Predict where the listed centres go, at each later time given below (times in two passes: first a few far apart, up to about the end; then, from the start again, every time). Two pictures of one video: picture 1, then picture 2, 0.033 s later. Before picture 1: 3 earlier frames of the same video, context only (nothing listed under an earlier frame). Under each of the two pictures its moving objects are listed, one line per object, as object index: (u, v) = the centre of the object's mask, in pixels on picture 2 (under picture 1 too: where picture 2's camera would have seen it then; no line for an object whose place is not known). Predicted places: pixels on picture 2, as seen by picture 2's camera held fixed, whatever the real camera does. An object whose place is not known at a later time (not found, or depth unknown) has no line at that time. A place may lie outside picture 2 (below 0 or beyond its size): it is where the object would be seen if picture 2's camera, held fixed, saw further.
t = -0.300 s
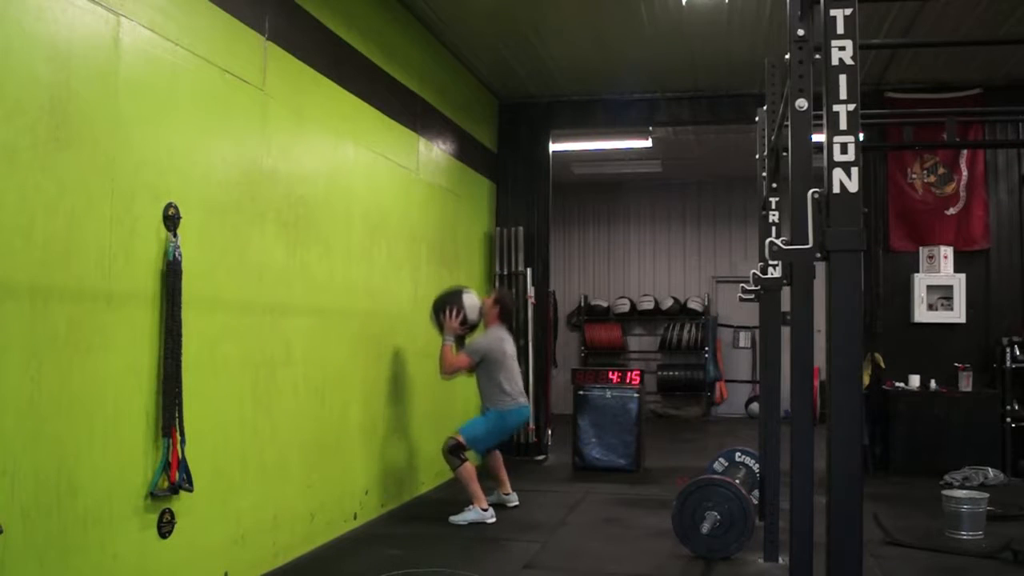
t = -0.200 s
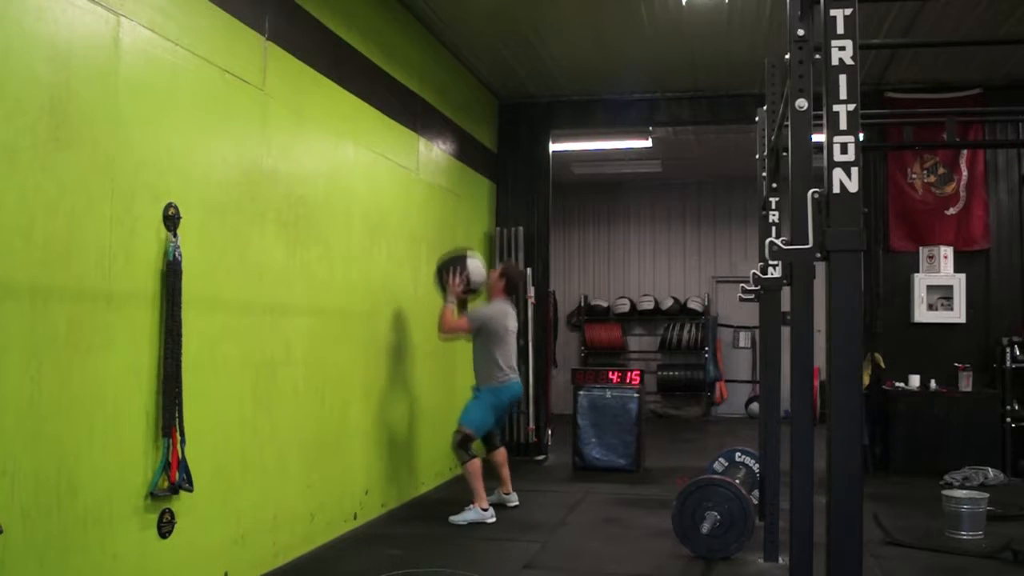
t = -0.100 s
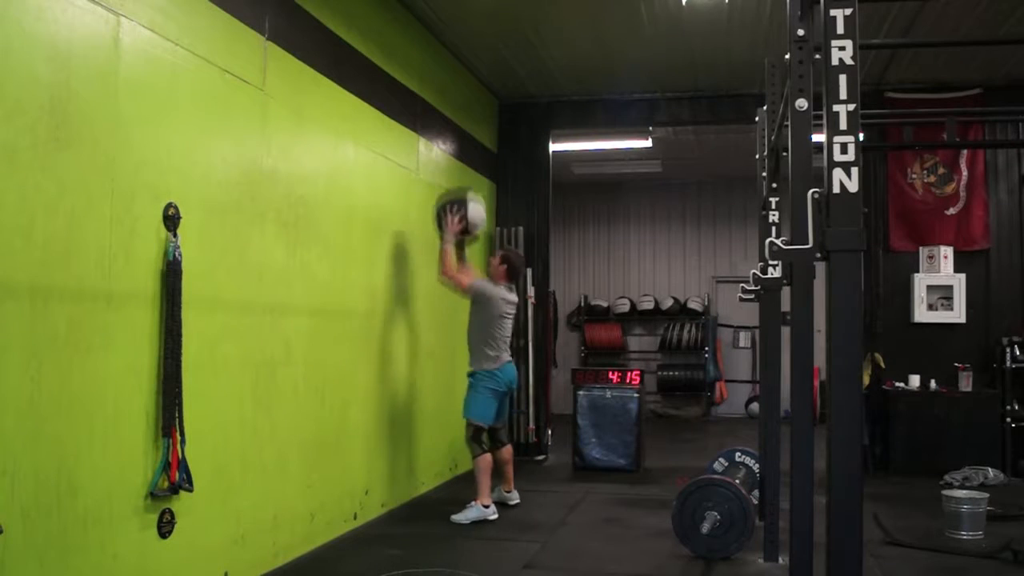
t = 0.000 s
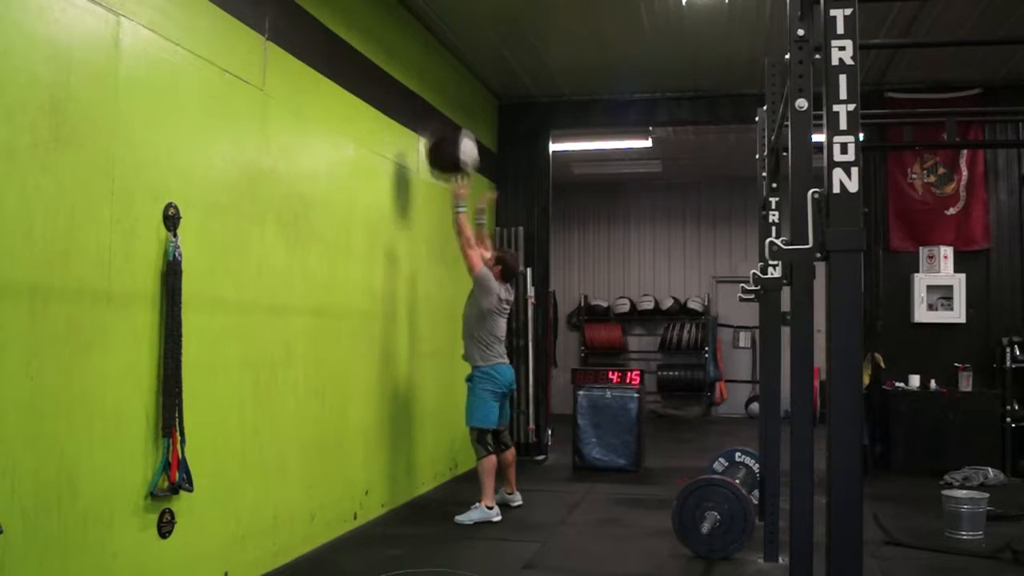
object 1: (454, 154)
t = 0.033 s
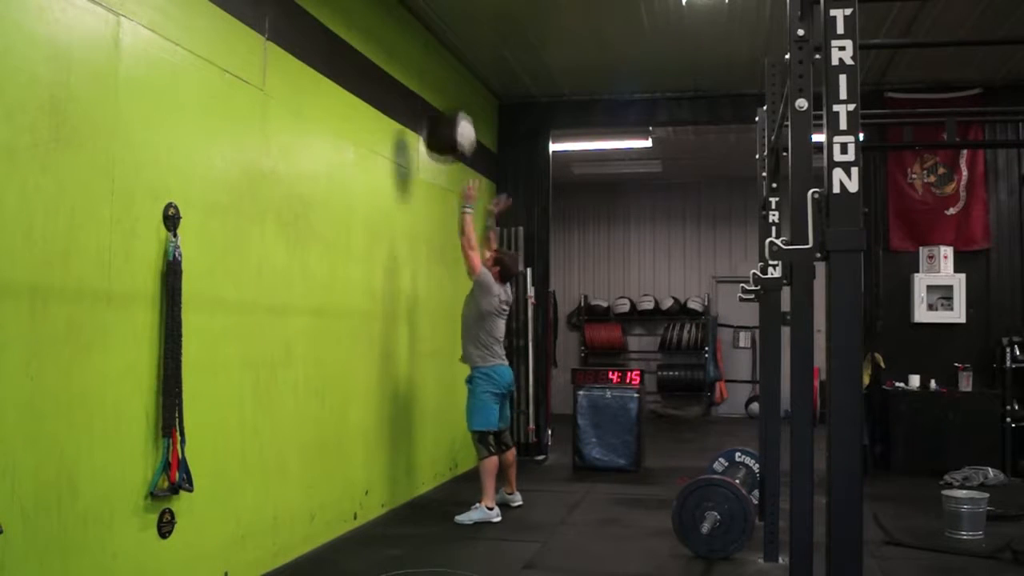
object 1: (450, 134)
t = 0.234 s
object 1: (432, 59)
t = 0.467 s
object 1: (428, 41)
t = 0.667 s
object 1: (441, 84)
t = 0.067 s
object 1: (447, 118)
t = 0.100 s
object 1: (443, 103)
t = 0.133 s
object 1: (440, 89)
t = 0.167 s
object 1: (438, 77)
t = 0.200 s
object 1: (435, 66)
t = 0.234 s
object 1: (432, 59)
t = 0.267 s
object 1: (429, 51)
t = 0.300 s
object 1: (425, 46)
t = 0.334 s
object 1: (422, 41)
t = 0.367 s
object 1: (422, 40)
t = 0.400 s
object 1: (423, 39)
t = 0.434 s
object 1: (426, 39)
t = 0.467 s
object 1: (428, 41)
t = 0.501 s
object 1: (431, 45)
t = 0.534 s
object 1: (433, 50)
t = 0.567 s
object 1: (435, 56)
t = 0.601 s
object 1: (437, 65)
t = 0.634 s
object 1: (439, 74)
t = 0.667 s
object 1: (441, 84)
